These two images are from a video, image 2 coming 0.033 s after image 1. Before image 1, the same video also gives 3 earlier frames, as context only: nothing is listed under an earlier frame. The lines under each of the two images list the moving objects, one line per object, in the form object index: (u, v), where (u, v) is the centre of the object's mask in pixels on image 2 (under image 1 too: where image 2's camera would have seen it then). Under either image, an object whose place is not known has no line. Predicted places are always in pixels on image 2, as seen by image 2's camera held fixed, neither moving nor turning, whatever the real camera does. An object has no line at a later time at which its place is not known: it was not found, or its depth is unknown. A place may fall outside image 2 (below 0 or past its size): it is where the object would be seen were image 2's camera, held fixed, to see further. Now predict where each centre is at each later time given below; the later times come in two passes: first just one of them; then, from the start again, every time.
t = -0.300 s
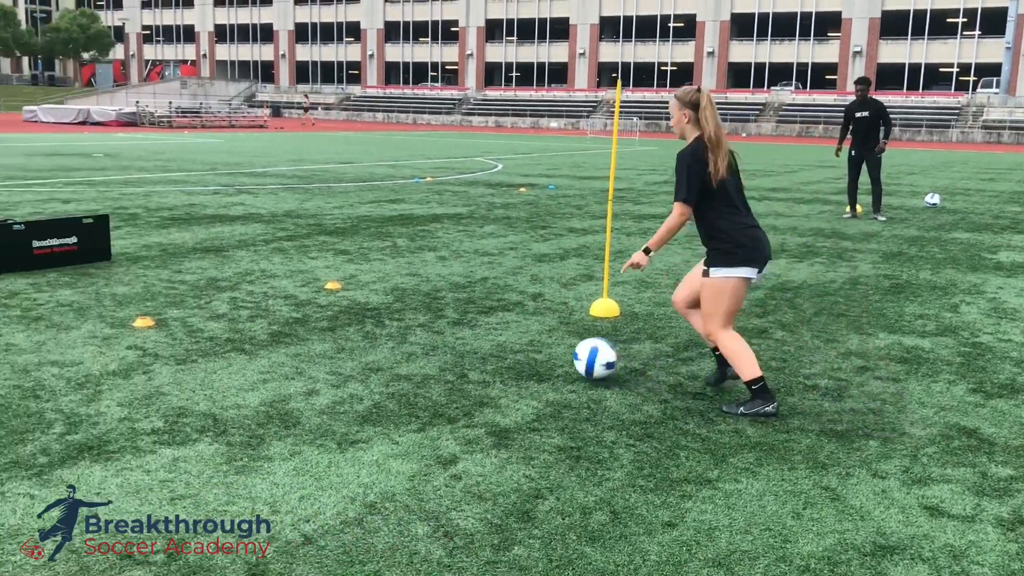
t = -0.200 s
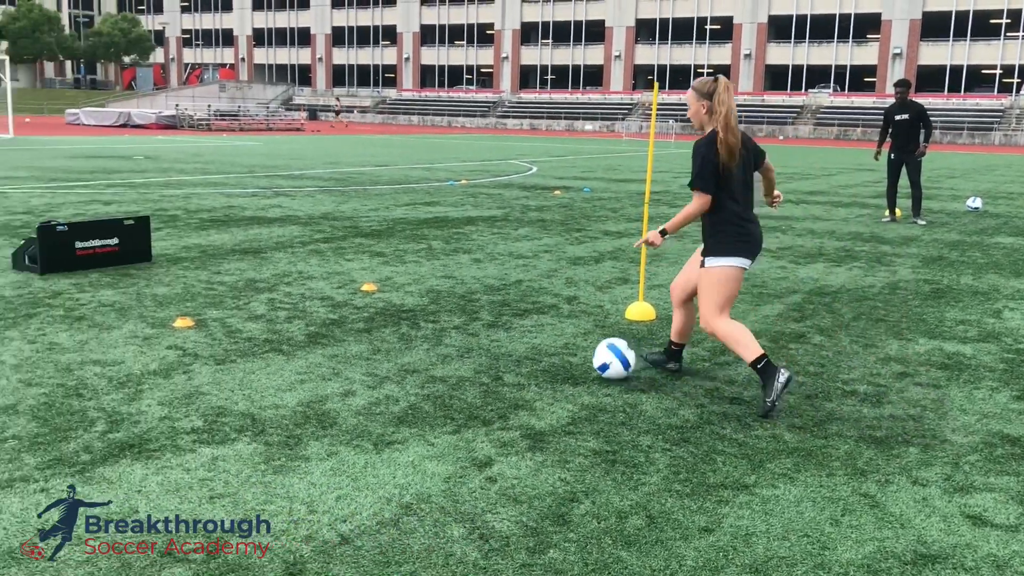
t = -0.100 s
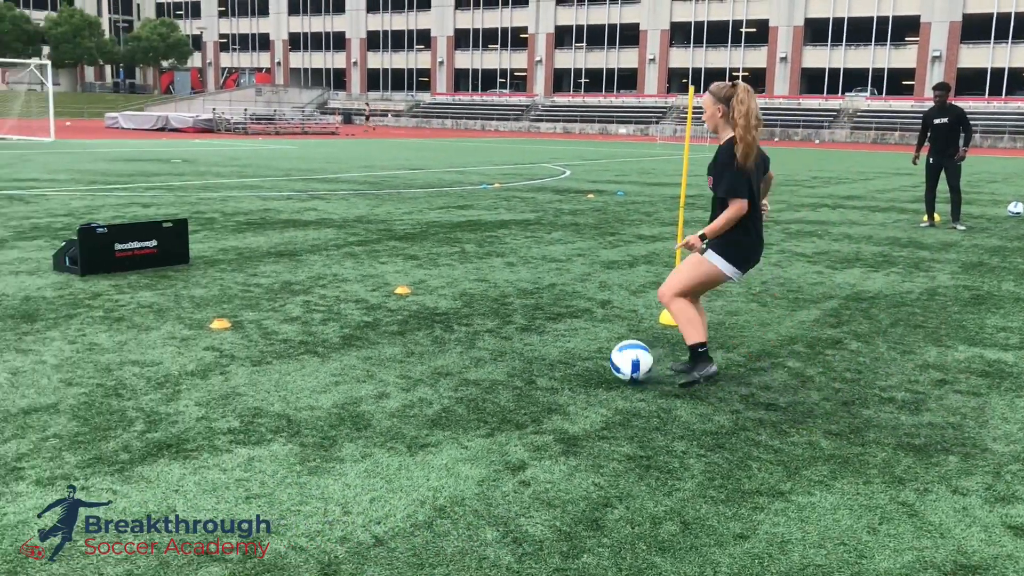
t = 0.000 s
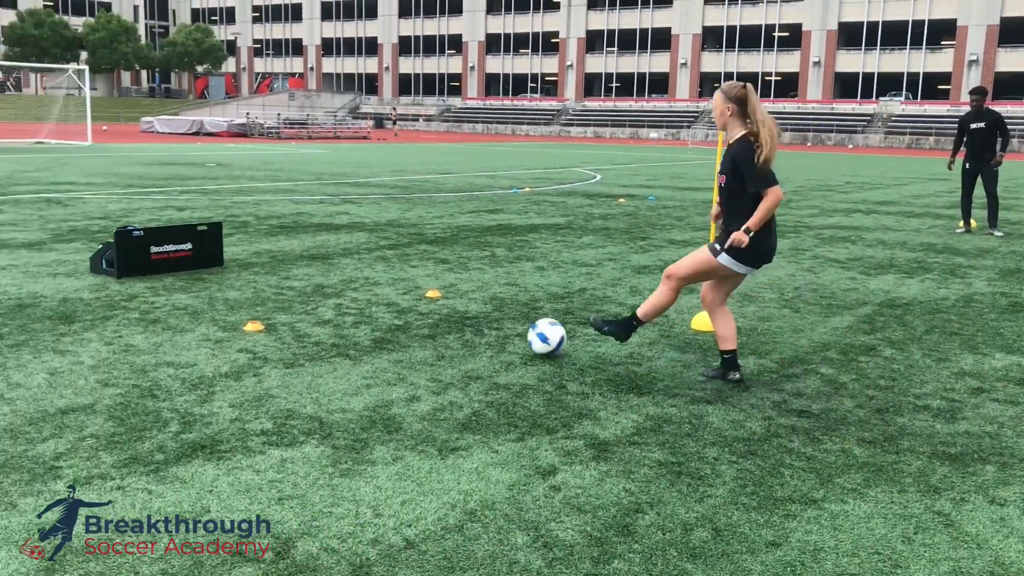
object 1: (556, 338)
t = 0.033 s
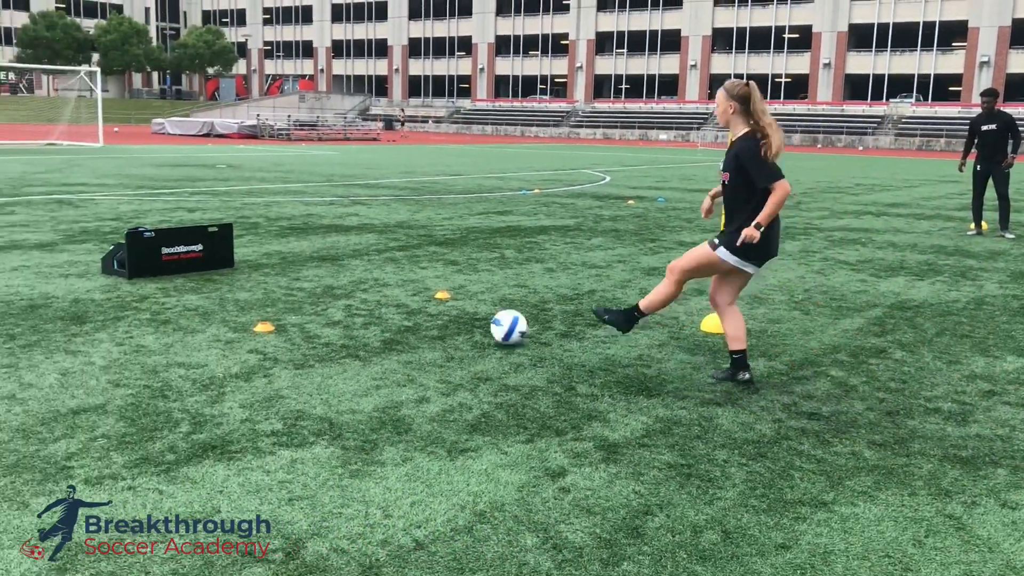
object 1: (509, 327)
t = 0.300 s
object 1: (263, 266)
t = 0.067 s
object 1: (466, 316)
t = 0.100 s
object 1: (428, 308)
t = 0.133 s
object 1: (394, 299)
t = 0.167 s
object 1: (363, 292)
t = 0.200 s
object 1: (334, 285)
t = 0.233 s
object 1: (308, 278)
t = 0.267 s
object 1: (284, 273)
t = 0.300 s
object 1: (263, 266)
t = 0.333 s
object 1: (242, 260)
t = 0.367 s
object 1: (233, 256)
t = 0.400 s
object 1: (250, 255)
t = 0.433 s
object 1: (267, 256)
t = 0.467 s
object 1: (285, 258)
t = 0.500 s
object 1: (303, 261)
